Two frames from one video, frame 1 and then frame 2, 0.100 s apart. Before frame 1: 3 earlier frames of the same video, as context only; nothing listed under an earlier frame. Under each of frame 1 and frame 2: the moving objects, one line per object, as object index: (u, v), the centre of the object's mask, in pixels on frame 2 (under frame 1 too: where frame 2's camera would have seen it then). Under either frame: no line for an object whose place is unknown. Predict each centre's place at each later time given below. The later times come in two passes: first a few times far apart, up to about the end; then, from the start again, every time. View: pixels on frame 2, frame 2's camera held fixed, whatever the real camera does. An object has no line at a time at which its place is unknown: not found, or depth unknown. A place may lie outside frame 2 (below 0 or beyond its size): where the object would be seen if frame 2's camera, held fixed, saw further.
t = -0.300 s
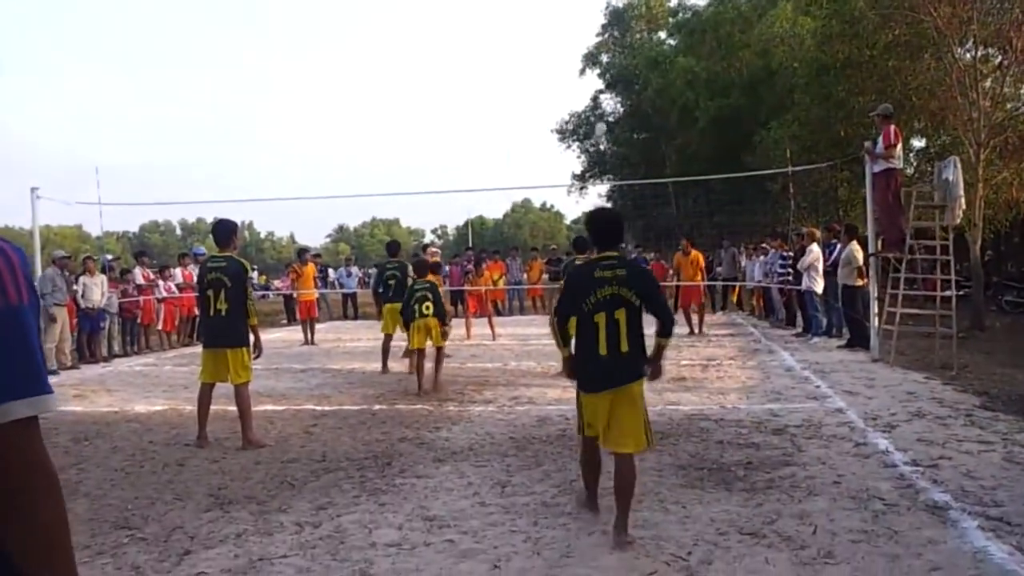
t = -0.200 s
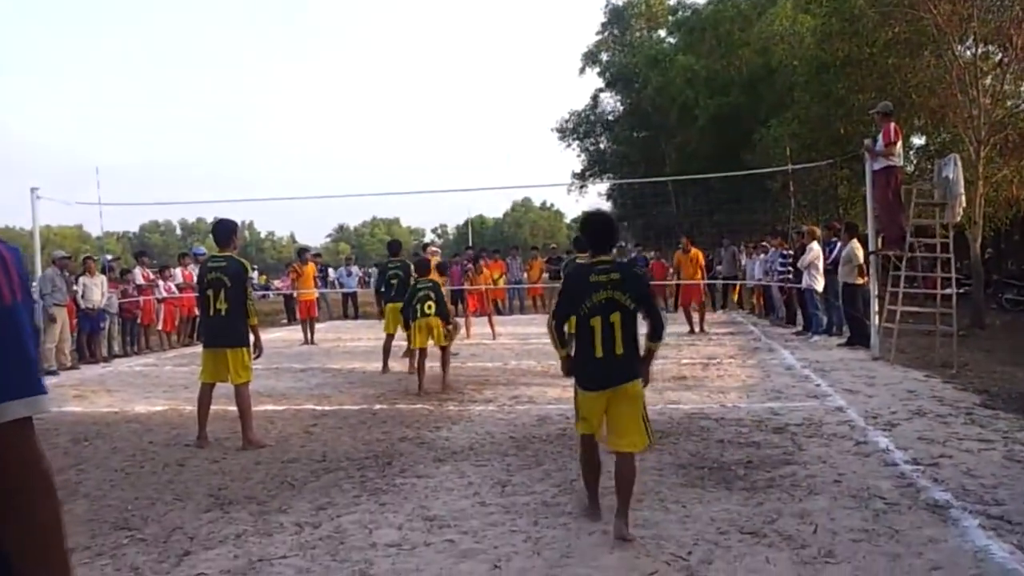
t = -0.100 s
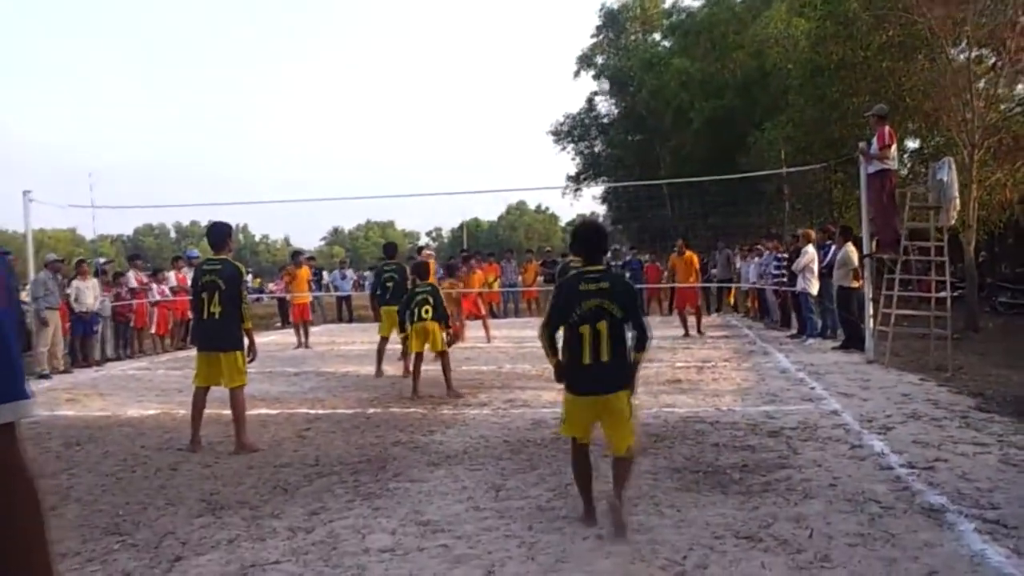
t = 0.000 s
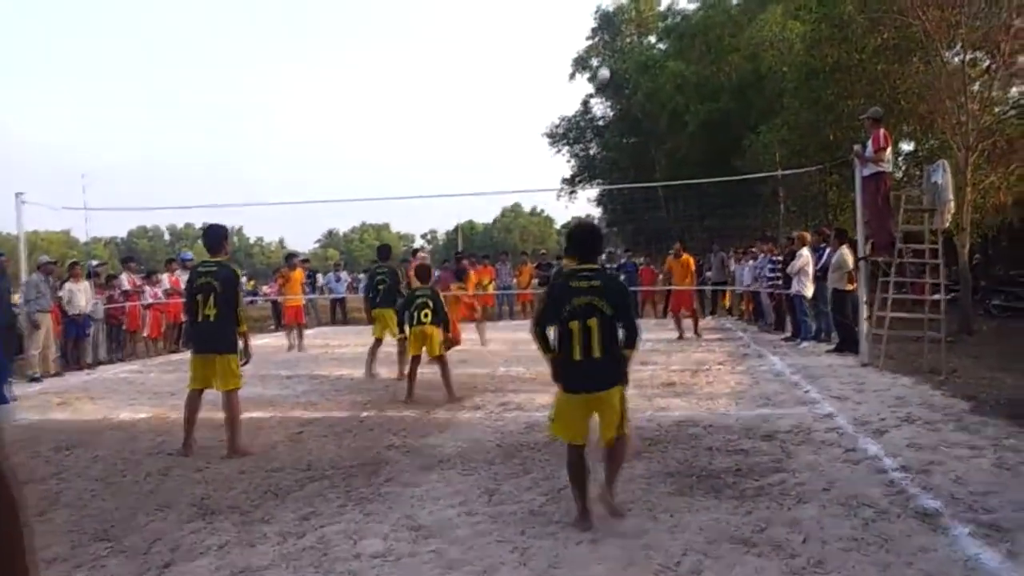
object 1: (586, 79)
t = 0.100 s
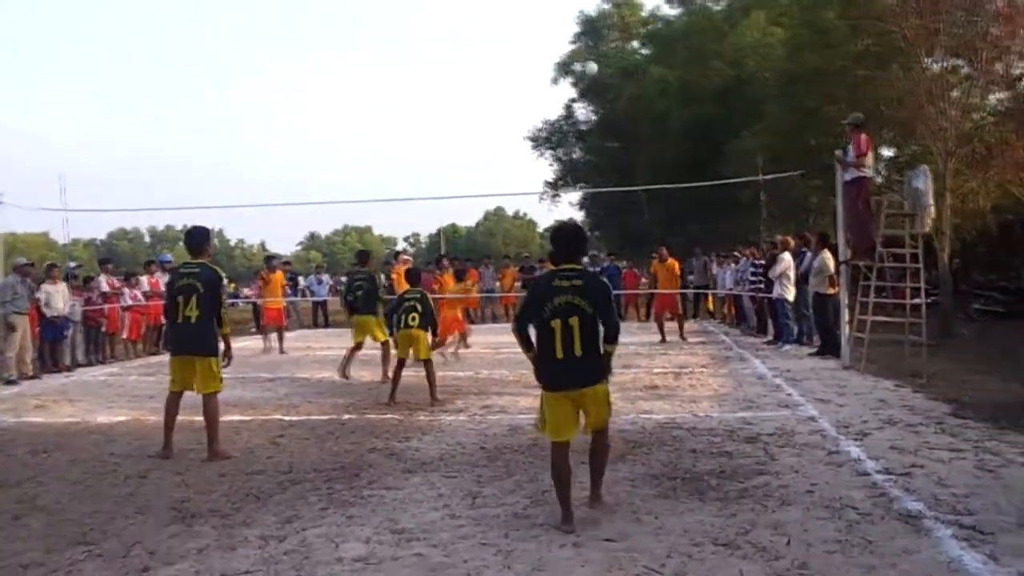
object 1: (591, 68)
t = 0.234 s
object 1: (596, 65)
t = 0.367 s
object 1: (607, 69)
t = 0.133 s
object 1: (593, 66)
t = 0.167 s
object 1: (593, 65)
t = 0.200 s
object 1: (595, 64)
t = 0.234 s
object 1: (596, 65)
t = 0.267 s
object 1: (599, 65)
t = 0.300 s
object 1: (601, 66)
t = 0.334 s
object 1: (606, 66)
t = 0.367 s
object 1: (607, 69)
